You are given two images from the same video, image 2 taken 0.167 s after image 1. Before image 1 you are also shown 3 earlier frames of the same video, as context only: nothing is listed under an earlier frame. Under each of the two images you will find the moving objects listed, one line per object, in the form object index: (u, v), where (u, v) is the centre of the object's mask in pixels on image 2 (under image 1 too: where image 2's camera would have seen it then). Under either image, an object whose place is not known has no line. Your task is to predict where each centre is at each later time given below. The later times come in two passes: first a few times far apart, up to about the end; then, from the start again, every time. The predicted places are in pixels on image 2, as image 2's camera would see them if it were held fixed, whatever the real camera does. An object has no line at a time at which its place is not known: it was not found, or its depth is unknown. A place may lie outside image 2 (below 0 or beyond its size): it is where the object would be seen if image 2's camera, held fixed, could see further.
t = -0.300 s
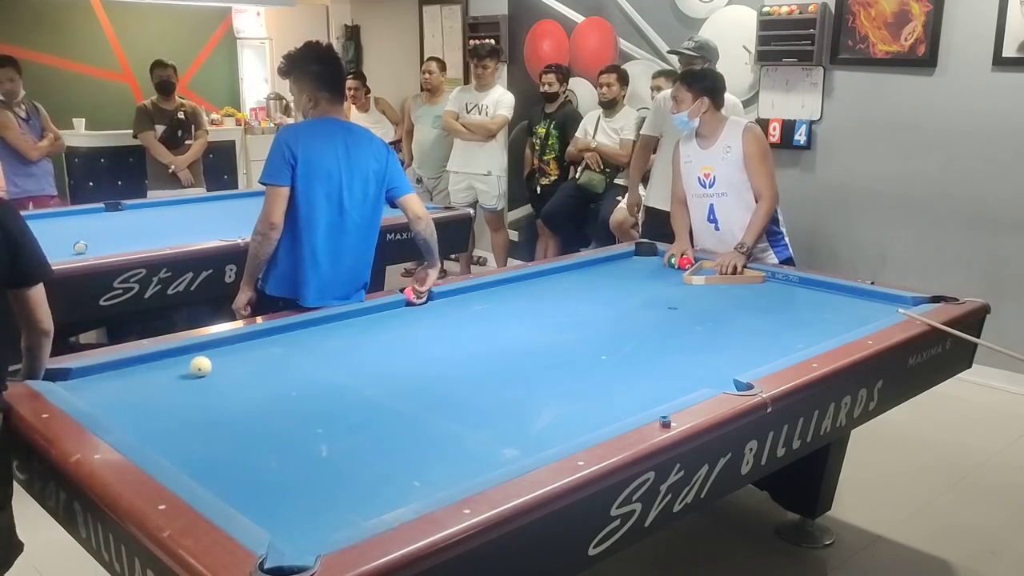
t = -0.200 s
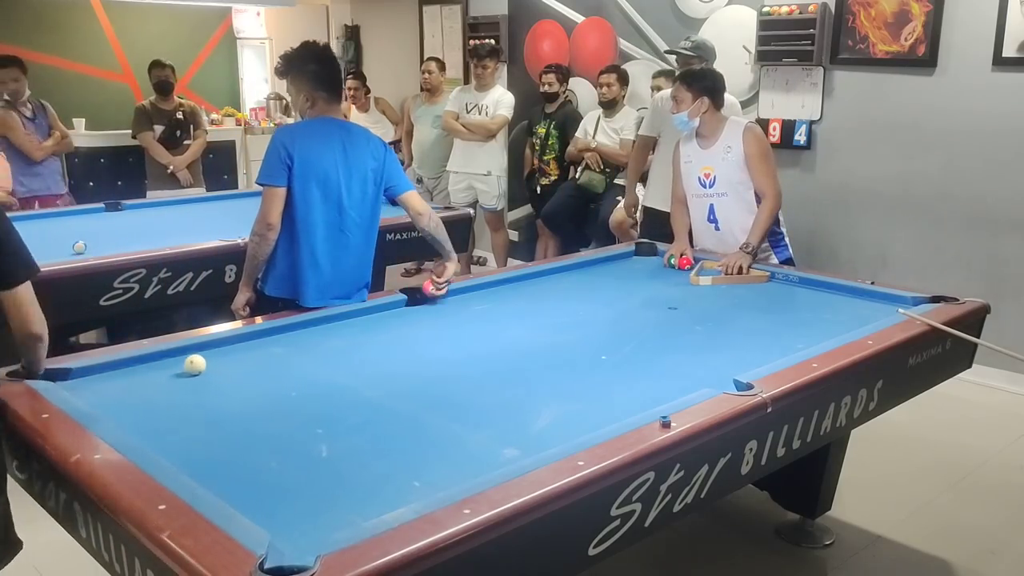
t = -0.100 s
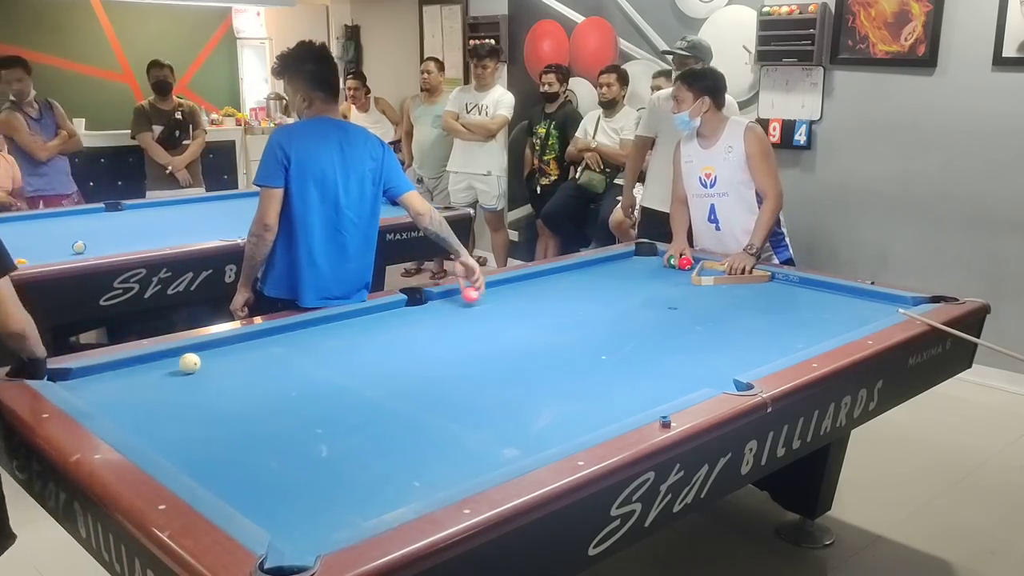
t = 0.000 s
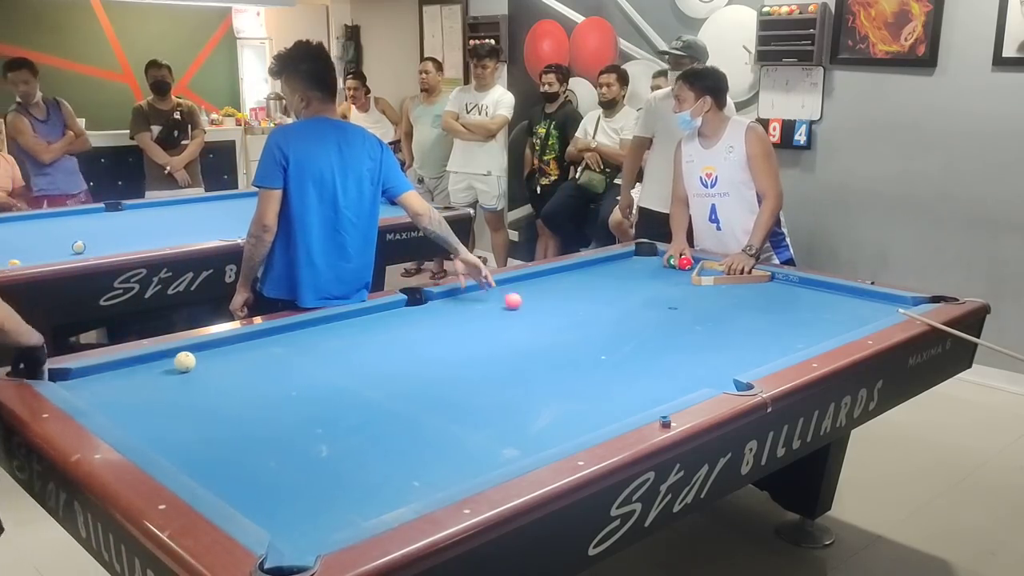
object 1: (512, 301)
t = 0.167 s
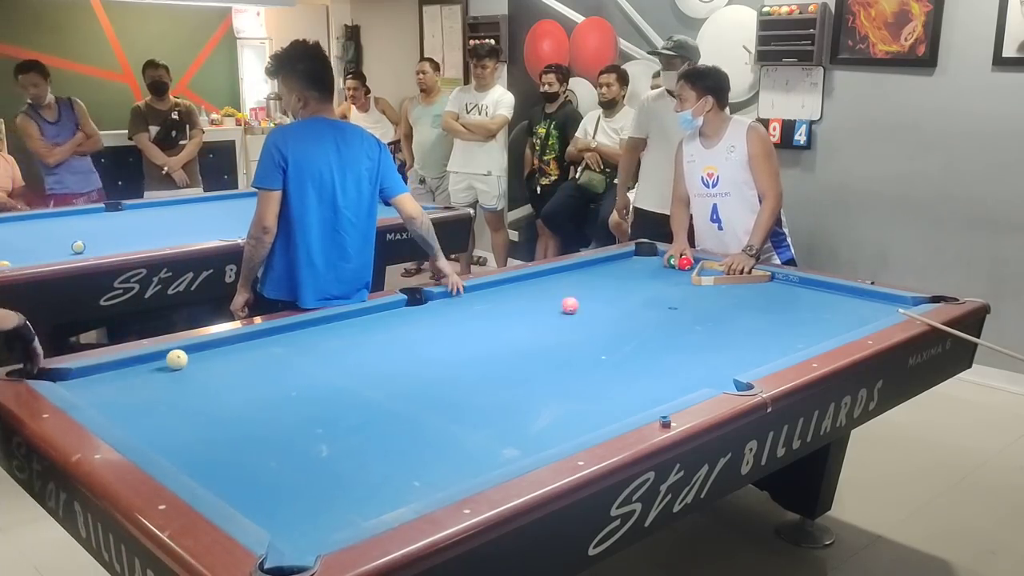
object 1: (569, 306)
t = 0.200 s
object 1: (579, 306)
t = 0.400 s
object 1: (639, 311)
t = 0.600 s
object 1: (699, 316)
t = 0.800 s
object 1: (760, 320)
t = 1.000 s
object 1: (822, 325)
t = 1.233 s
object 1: (847, 323)
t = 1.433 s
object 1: (829, 316)
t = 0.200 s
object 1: (579, 306)
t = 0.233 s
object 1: (589, 307)
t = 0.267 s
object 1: (599, 308)
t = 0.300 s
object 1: (608, 309)
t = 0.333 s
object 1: (618, 309)
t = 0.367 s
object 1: (628, 310)
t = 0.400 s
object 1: (639, 311)
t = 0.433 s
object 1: (649, 312)
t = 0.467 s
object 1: (658, 313)
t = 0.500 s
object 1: (669, 313)
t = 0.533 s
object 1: (678, 314)
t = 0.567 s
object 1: (689, 315)
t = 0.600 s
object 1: (699, 316)
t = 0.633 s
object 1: (709, 317)
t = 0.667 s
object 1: (719, 317)
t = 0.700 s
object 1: (729, 318)
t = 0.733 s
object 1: (739, 319)
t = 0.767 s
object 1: (750, 319)
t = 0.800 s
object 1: (760, 320)
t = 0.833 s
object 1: (770, 321)
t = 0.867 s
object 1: (780, 322)
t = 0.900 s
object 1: (791, 323)
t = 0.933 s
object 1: (802, 323)
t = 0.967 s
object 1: (812, 324)
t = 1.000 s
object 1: (822, 325)
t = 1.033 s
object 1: (832, 326)
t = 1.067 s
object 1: (842, 326)
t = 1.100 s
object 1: (853, 325)
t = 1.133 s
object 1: (856, 325)
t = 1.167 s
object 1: (853, 324)
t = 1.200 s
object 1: (850, 323)
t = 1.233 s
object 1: (847, 323)
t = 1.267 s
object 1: (844, 322)
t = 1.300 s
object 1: (841, 320)
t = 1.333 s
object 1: (838, 319)
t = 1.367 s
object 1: (835, 318)
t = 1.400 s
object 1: (832, 317)
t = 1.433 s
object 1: (829, 316)
